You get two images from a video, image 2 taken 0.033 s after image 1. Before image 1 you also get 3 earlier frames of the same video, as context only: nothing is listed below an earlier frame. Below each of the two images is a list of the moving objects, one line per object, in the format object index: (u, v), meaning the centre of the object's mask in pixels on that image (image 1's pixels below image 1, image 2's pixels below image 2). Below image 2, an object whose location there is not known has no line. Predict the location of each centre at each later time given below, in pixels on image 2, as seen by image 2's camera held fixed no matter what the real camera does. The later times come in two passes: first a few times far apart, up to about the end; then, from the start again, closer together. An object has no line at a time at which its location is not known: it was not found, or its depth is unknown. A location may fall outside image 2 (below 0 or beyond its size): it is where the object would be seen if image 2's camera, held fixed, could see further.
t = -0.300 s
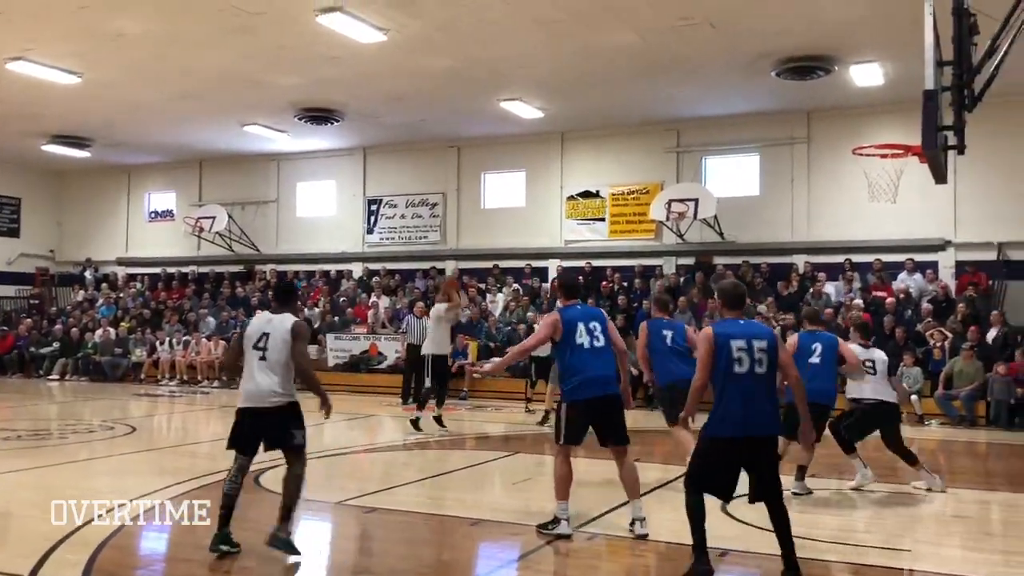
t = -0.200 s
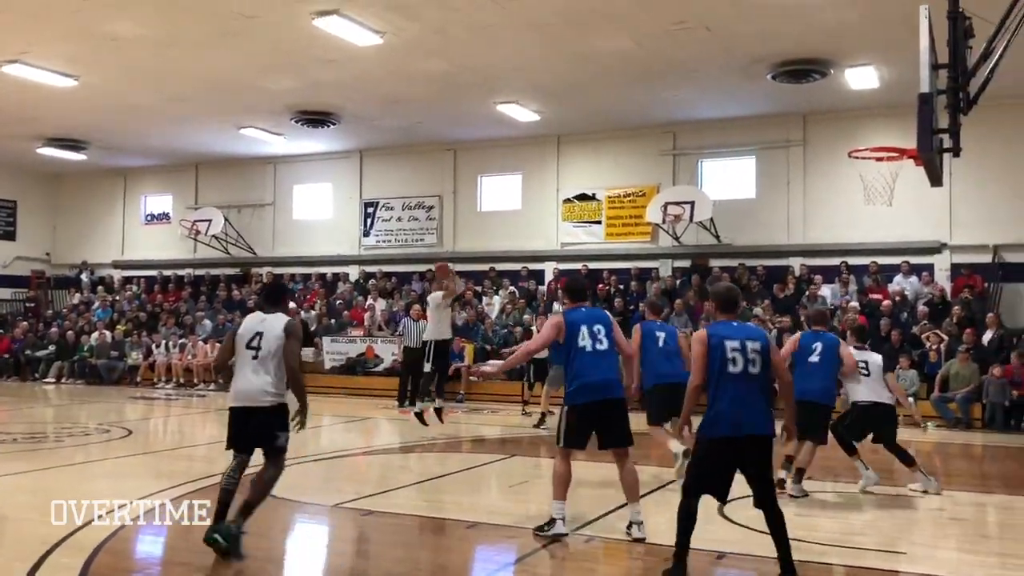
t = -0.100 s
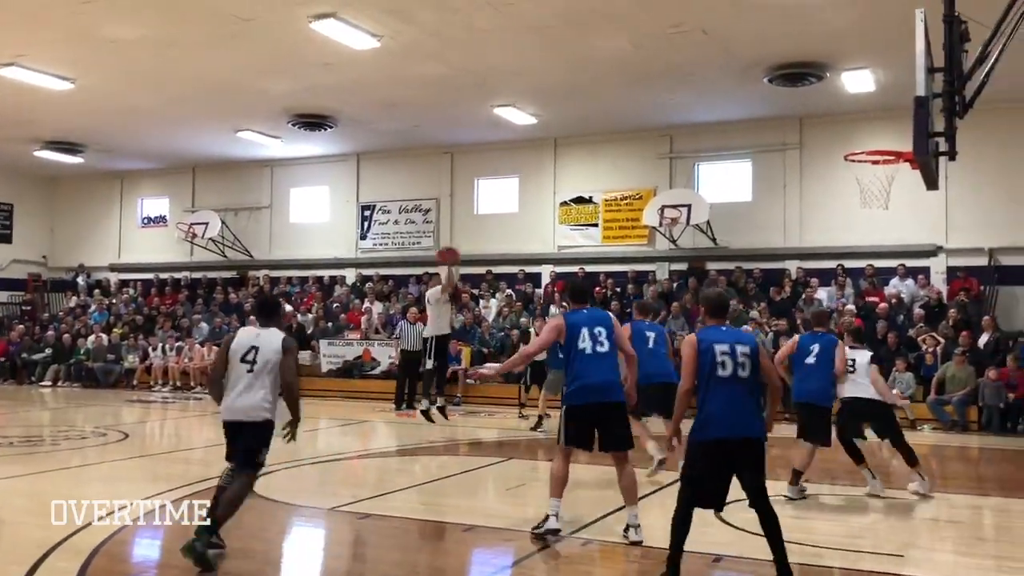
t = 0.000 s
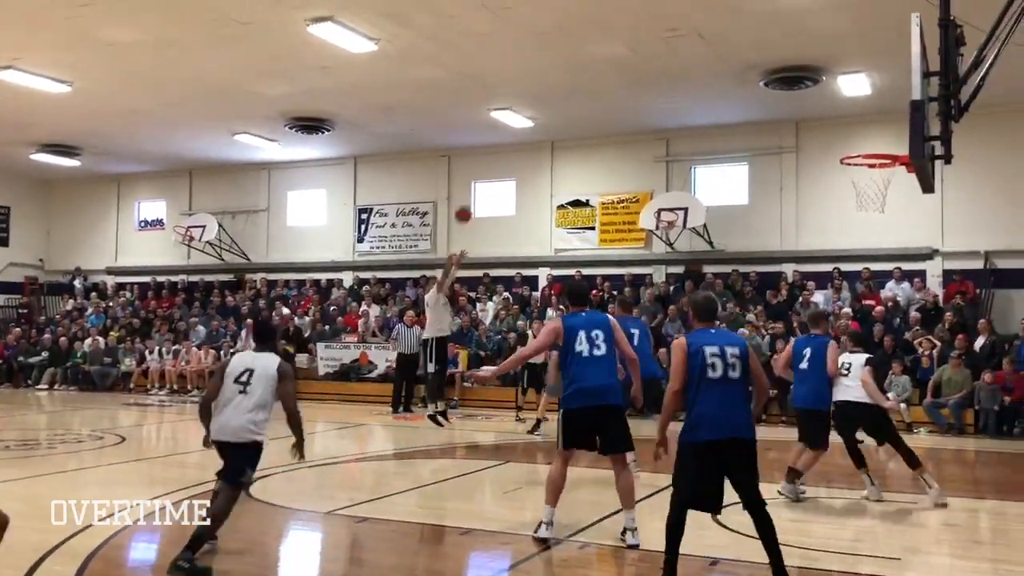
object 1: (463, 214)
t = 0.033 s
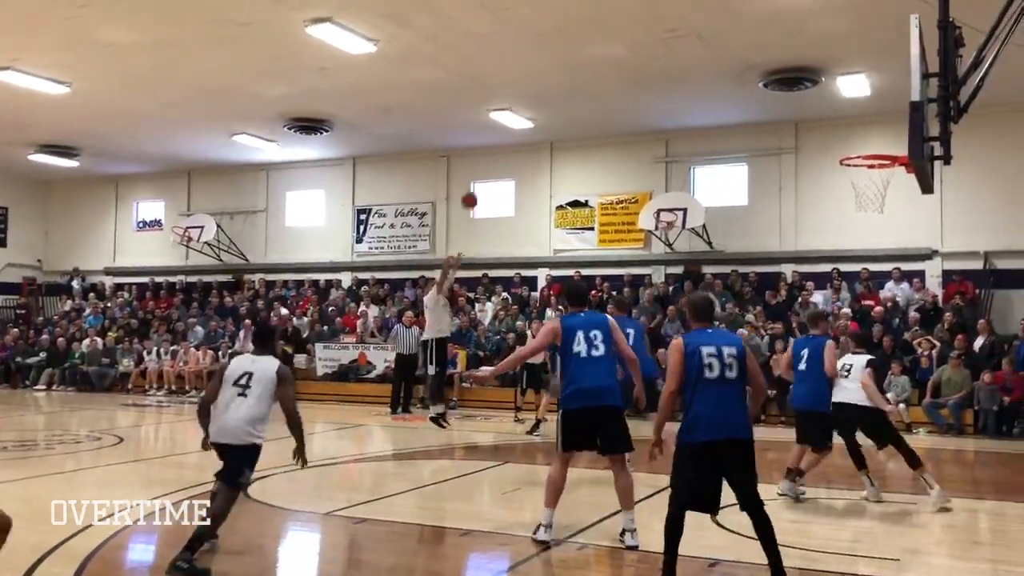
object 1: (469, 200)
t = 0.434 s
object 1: (579, 69)
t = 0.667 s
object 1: (658, 41)
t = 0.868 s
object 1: (735, 55)
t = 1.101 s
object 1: (844, 132)
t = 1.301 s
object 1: (889, 225)
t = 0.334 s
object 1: (549, 93)
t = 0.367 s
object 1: (559, 84)
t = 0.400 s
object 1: (569, 75)
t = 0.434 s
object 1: (579, 69)
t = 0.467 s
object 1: (589, 62)
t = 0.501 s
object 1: (600, 56)
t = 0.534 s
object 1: (611, 51)
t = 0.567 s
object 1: (622, 47)
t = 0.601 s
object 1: (633, 44)
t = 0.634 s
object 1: (645, 42)
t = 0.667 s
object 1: (658, 41)
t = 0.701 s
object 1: (670, 40)
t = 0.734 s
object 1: (682, 41)
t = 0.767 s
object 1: (695, 43)
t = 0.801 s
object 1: (708, 45)
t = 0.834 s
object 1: (721, 50)
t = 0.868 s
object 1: (735, 55)
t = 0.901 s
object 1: (750, 61)
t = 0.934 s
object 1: (762, 70)
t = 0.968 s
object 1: (776, 78)
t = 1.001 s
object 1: (792, 90)
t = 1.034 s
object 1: (810, 103)
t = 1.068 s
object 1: (827, 117)
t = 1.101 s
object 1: (844, 132)
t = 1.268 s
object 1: (889, 210)
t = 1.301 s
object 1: (889, 225)
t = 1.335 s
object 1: (892, 242)
